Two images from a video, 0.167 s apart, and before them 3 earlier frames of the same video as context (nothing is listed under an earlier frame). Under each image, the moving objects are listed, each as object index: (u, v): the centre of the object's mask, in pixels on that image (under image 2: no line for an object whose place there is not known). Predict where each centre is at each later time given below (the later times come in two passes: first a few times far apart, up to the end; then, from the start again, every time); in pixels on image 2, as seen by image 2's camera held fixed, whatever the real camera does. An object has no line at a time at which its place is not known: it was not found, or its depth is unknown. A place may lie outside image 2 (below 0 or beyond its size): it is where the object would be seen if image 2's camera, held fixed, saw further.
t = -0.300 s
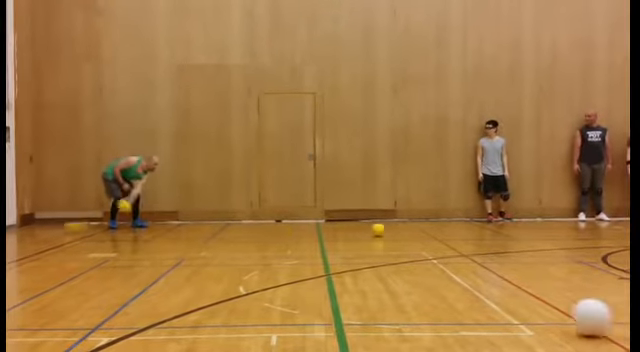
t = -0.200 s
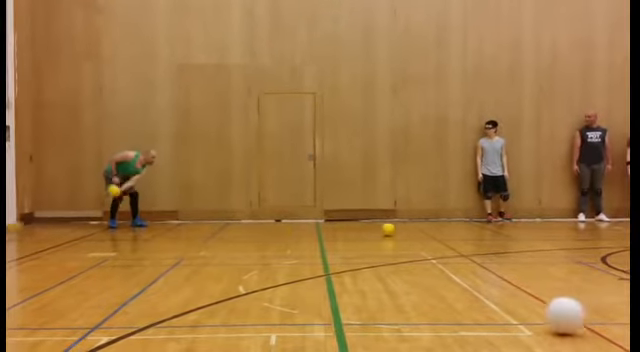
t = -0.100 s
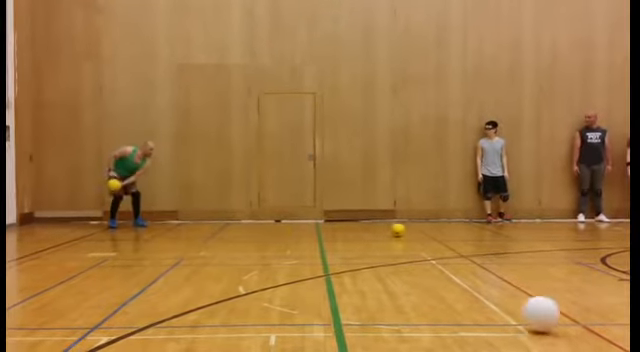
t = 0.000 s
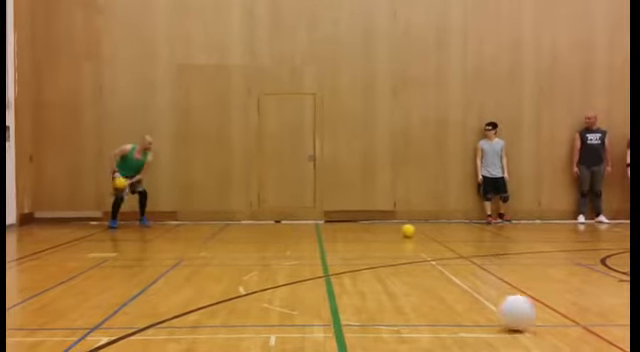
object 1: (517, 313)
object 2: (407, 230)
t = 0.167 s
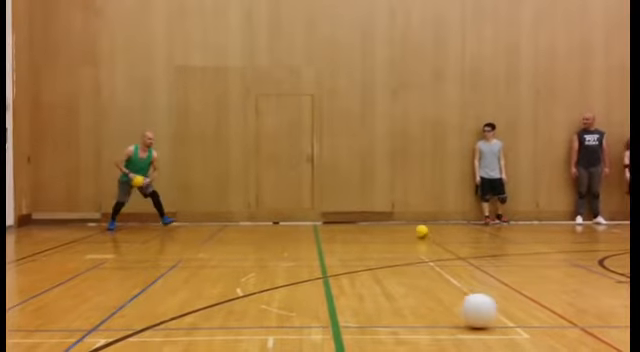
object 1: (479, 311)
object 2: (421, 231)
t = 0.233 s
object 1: (465, 309)
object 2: (427, 231)
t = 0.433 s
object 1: (424, 305)
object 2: (446, 231)
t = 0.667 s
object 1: (382, 301)
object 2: (467, 231)
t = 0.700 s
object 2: (468, 231)
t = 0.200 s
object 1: (472, 310)
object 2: (425, 231)
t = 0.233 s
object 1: (465, 309)
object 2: (427, 231)
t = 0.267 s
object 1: (458, 308)
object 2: (431, 231)
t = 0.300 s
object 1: (451, 308)
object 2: (434, 231)
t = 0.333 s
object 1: (444, 307)
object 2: (437, 231)
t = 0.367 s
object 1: (438, 306)
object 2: (440, 231)
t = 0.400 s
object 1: (432, 306)
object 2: (442, 231)
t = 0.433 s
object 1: (424, 305)
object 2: (446, 231)
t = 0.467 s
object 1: (417, 304)
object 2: (449, 231)
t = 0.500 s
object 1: (412, 304)
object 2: (452, 231)
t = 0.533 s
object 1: (407, 303)
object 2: (454, 231)
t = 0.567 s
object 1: (400, 302)
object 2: (457, 231)
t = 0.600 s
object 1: (395, 302)
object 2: (461, 231)
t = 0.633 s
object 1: (389, 302)
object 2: (464, 231)
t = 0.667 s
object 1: (382, 301)
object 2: (467, 231)
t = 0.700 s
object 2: (468, 231)
